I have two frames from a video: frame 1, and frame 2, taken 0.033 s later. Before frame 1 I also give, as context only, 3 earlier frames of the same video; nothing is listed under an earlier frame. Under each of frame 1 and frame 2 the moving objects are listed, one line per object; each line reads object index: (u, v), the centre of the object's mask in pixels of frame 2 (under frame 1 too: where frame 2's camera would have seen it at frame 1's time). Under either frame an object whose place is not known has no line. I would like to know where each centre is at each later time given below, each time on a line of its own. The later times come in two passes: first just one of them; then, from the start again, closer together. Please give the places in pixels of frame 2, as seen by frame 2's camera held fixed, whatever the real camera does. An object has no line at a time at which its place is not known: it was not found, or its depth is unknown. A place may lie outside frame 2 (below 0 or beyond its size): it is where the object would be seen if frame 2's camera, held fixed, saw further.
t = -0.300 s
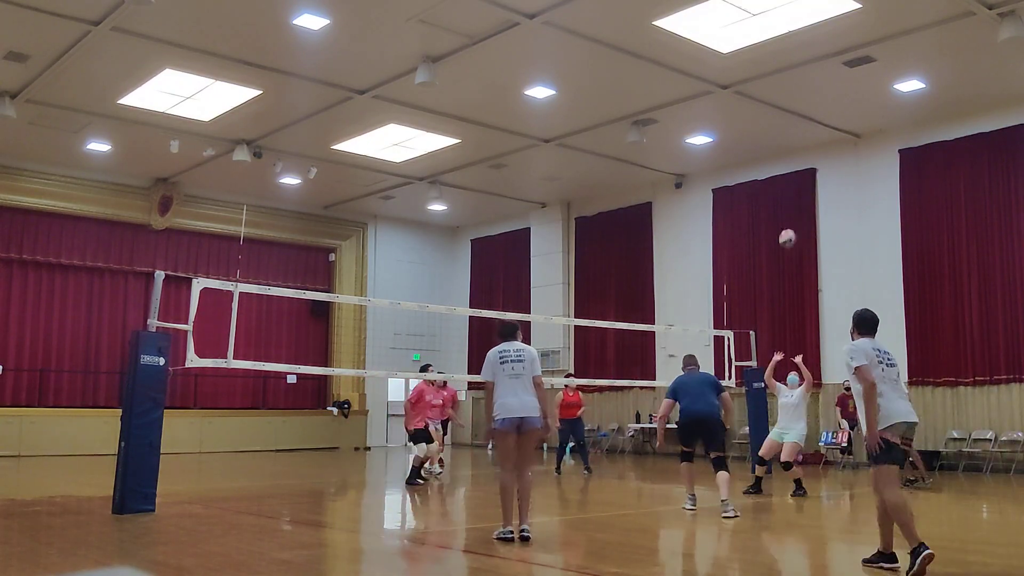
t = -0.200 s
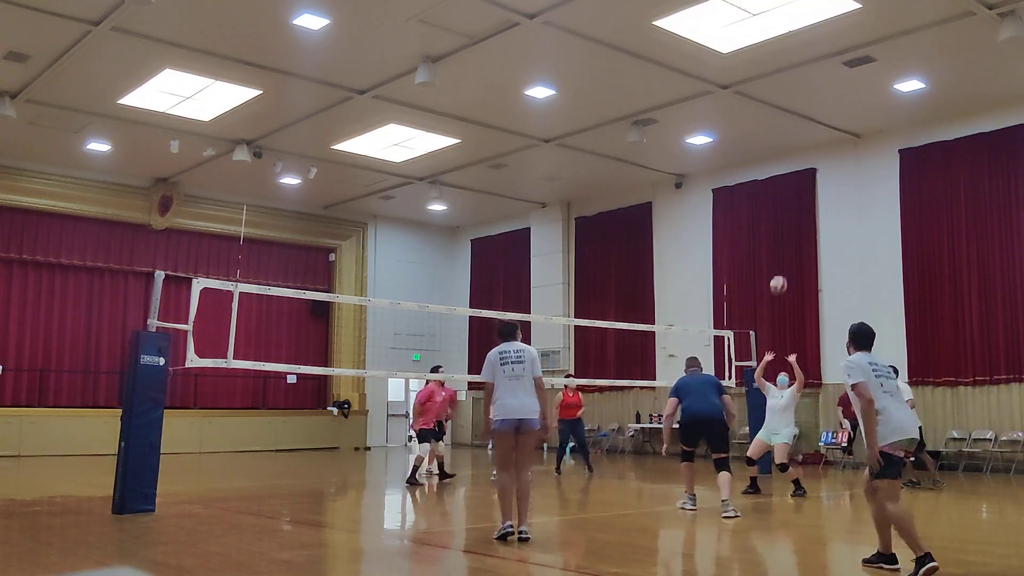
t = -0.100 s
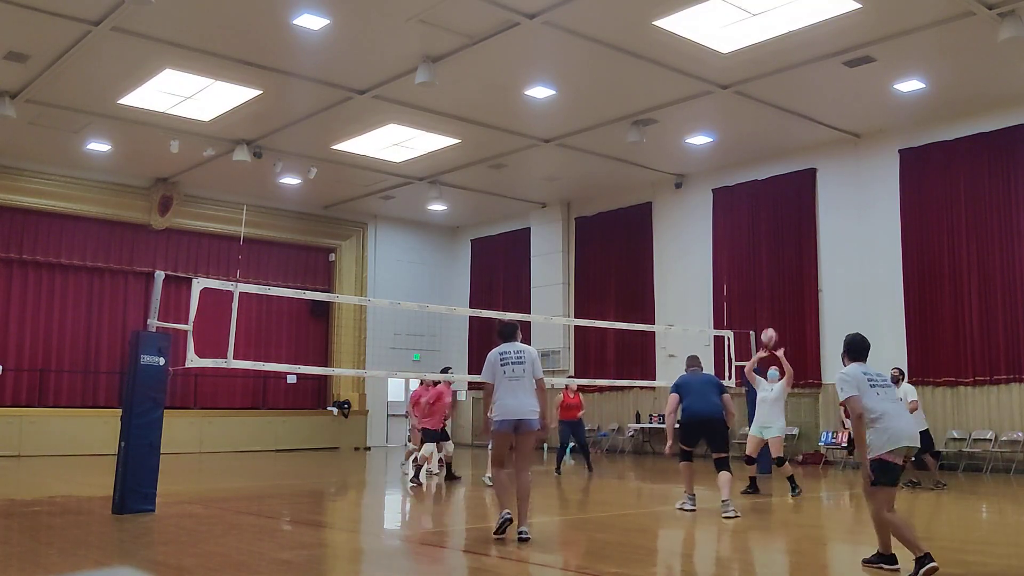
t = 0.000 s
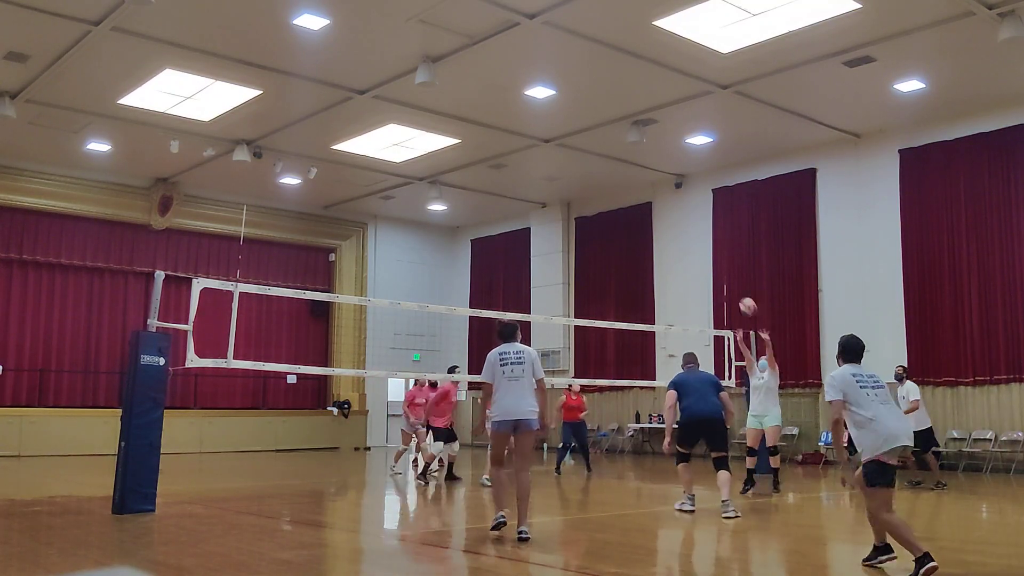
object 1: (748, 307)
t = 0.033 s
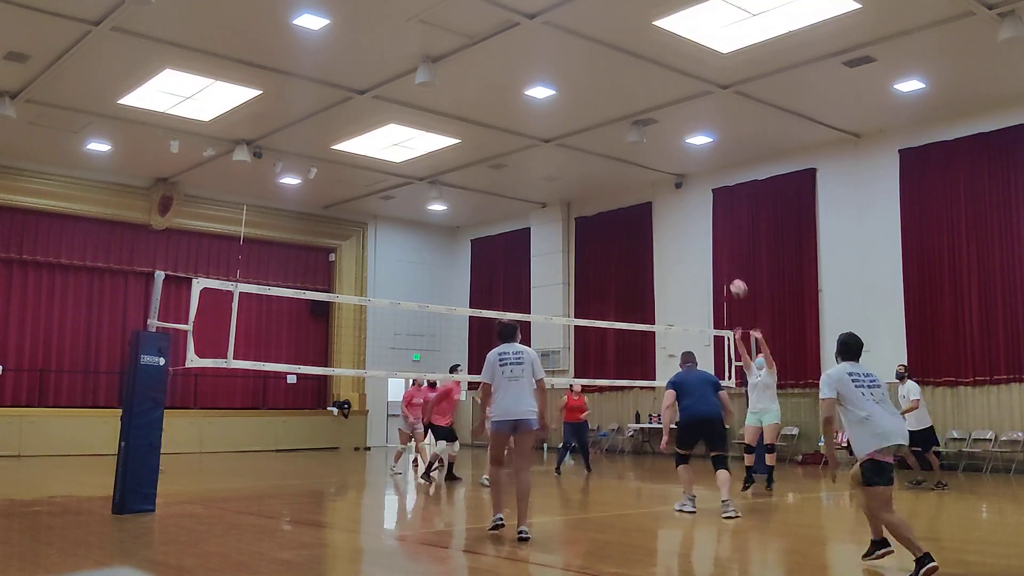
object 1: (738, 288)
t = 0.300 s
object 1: (667, 170)
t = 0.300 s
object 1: (667, 170)
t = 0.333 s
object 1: (658, 159)
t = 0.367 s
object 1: (650, 148)
